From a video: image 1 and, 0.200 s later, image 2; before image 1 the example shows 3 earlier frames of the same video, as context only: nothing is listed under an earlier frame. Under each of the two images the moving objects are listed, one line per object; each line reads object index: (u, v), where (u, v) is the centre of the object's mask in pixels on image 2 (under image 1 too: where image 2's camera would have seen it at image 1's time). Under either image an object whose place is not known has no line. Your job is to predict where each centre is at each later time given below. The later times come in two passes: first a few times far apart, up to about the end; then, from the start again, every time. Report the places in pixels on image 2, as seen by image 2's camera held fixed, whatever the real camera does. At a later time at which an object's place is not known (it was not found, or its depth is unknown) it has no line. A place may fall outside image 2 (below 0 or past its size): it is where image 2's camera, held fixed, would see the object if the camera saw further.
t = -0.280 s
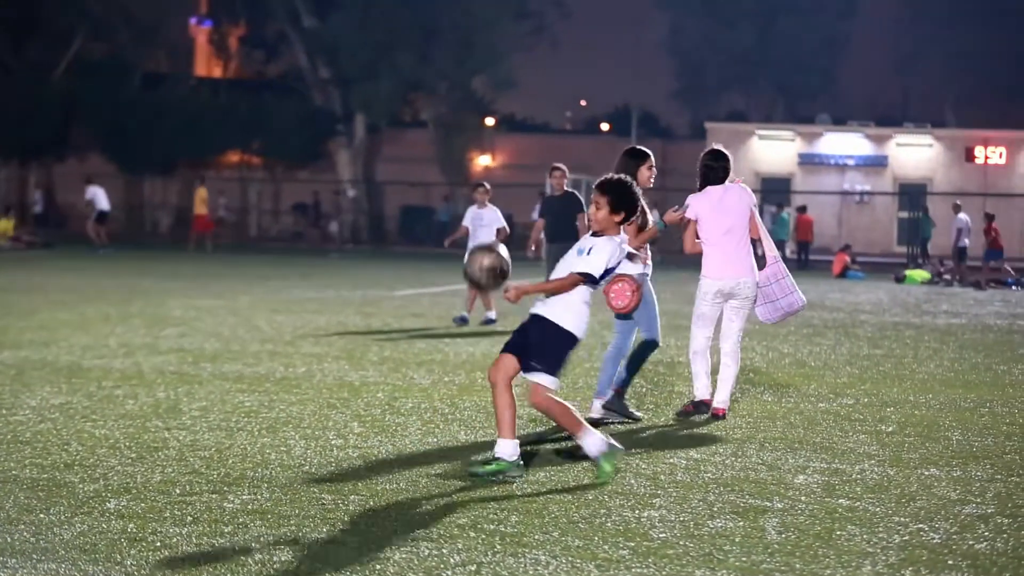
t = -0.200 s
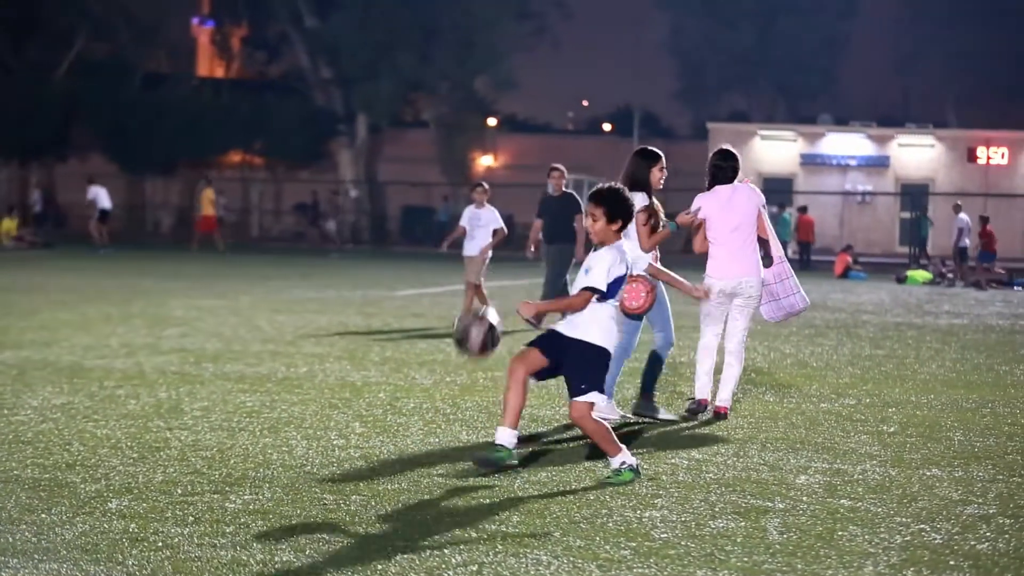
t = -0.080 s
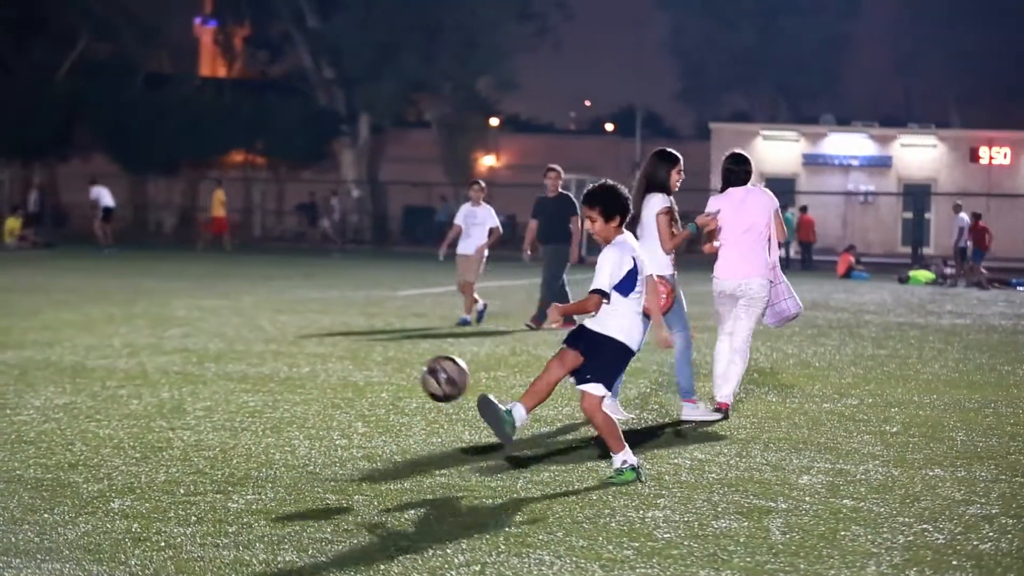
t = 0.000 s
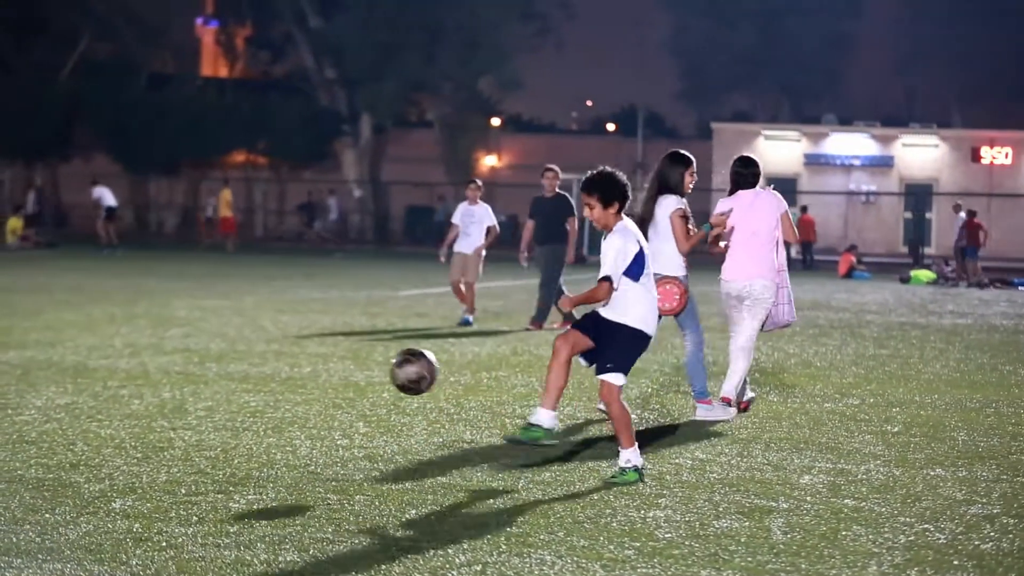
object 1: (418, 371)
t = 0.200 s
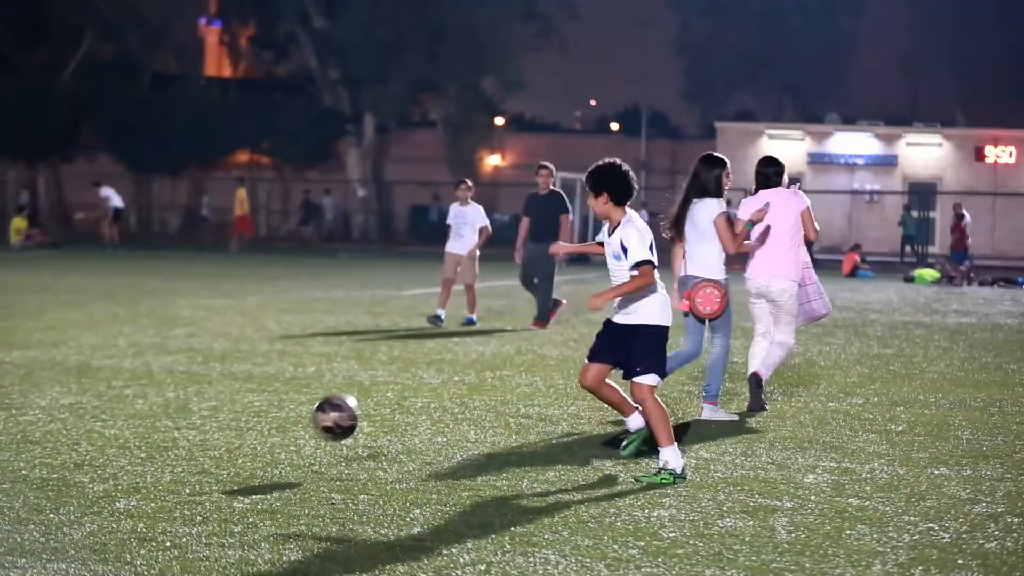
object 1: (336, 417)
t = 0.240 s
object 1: (319, 437)
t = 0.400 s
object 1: (268, 418)
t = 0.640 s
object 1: (199, 433)
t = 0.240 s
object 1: (319, 437)
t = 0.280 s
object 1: (304, 450)
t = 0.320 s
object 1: (292, 435)
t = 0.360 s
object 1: (280, 425)
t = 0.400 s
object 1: (268, 418)
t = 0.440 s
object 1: (256, 415)
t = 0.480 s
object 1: (244, 415)
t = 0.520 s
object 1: (233, 418)
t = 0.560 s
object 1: (222, 425)
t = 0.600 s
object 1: (210, 436)
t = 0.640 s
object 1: (199, 433)
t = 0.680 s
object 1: (188, 426)
